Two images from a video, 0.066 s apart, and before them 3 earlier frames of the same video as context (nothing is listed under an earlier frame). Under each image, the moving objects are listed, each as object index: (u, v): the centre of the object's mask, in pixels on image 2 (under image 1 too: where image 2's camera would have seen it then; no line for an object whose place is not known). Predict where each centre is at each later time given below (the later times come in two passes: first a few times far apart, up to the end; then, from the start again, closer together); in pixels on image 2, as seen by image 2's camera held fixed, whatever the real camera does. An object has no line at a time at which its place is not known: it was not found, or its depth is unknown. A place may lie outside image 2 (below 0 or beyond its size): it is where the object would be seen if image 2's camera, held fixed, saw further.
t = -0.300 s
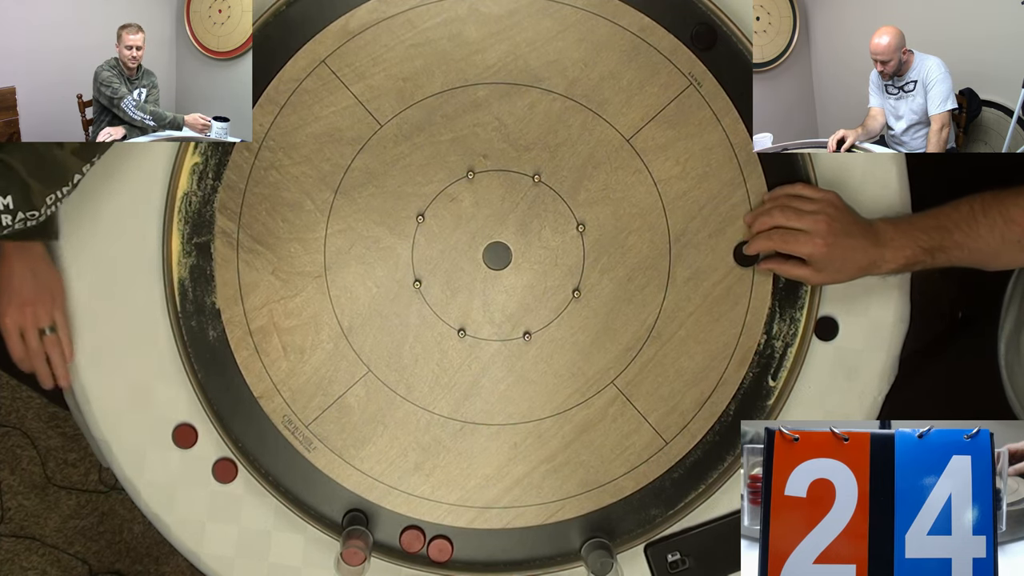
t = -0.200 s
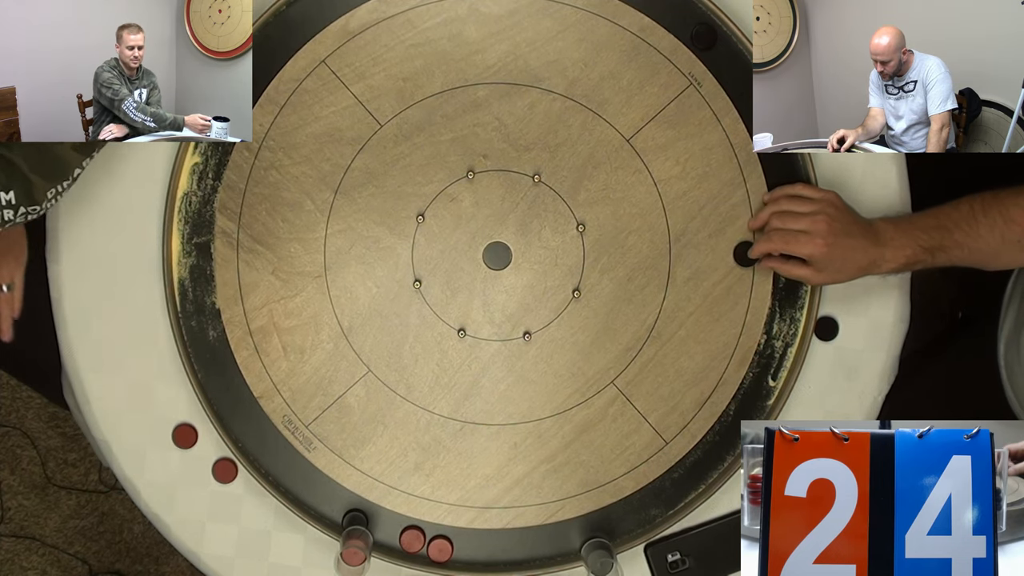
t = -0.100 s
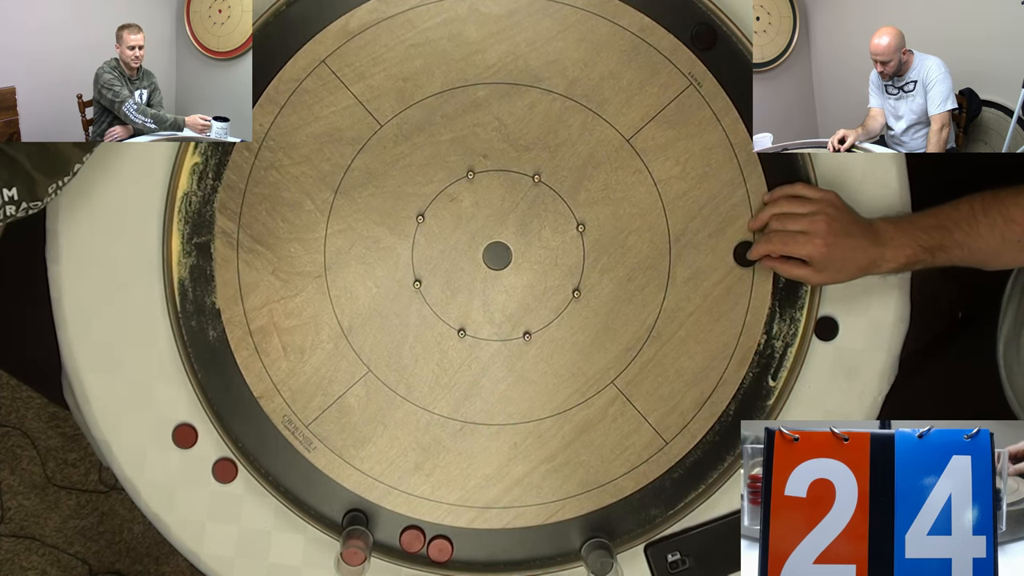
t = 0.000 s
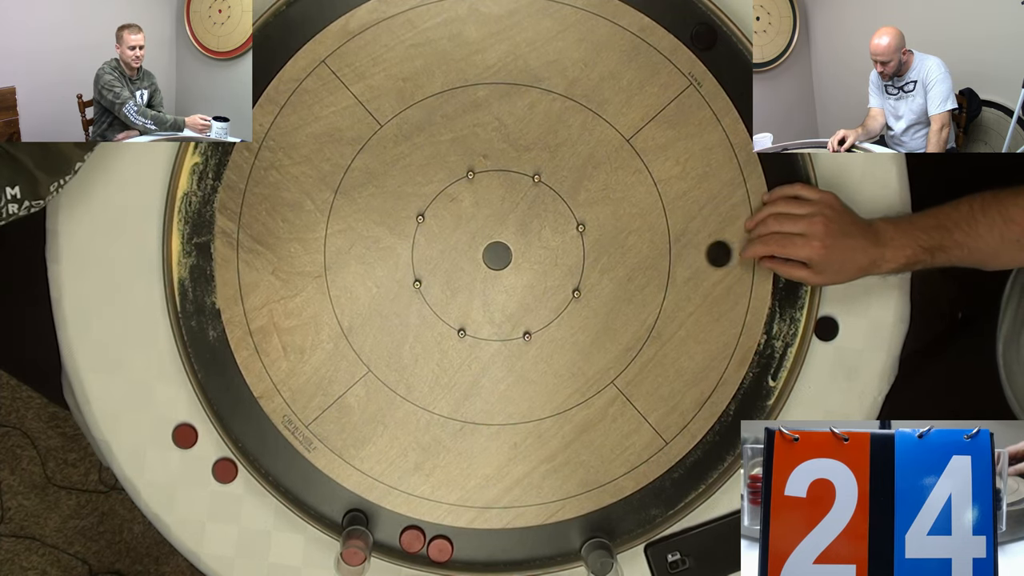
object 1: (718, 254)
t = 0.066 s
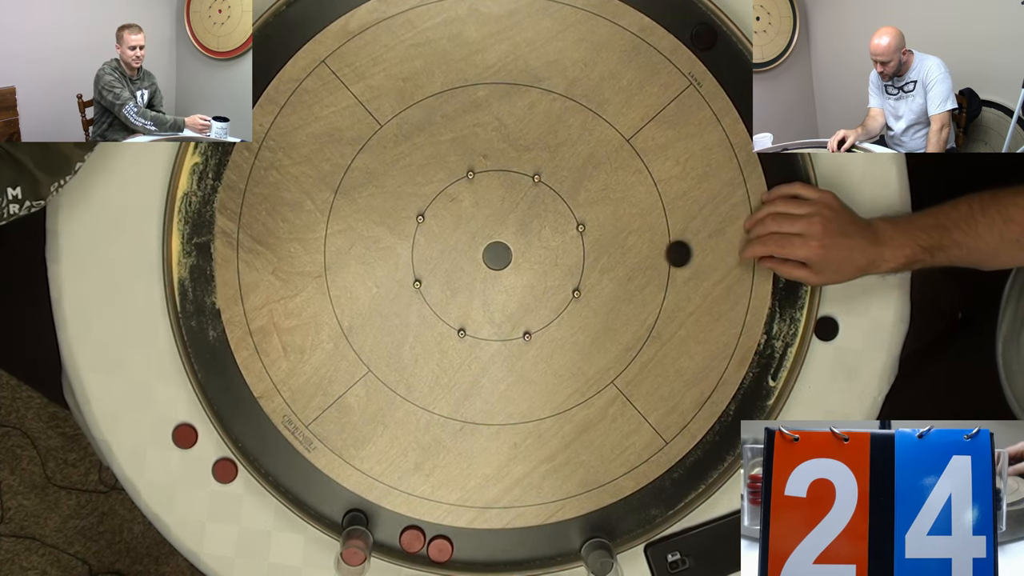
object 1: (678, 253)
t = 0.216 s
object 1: (599, 253)
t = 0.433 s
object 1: (536, 255)
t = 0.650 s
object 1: (536, 255)
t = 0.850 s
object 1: (535, 255)
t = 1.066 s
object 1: (536, 255)
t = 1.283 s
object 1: (536, 255)
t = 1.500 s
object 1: (536, 255)
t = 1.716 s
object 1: (535, 255)
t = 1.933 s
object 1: (535, 255)
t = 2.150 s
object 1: (535, 255)
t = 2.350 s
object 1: (535, 255)
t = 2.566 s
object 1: (535, 255)
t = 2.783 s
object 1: (535, 255)
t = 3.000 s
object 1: (535, 255)
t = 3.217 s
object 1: (535, 255)
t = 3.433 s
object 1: (535, 255)
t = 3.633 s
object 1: (535, 255)
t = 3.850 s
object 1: (535, 255)
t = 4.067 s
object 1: (535, 255)
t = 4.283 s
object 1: (535, 255)
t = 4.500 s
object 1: (535, 255)
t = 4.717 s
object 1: (535, 255)
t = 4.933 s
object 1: (535, 255)
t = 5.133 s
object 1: (535, 255)
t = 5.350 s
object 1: (535, 255)
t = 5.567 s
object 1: (535, 255)
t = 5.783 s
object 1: (535, 255)
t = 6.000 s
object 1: (535, 255)
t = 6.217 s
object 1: (535, 255)
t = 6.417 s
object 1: (535, 255)
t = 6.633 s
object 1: (535, 255)
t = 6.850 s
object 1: (535, 255)
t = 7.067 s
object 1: (535, 255)
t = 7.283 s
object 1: (535, 255)
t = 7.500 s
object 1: (535, 255)
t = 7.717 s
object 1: (535, 255)
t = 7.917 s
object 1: (535, 255)
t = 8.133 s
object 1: (535, 255)
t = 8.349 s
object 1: (535, 255)
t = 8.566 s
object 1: (535, 255)
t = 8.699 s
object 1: (535, 255)
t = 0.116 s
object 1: (650, 253)
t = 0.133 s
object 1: (640, 253)
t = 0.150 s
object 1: (632, 253)
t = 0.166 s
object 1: (623, 253)
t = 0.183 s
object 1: (615, 253)
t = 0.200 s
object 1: (607, 253)
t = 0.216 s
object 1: (599, 253)
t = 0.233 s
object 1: (592, 253)
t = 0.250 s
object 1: (584, 254)
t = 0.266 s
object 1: (577, 254)
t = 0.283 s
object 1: (571, 253)
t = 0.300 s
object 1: (564, 253)
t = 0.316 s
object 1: (559, 254)
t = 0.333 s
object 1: (553, 253)
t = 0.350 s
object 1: (549, 254)
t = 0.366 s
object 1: (545, 254)
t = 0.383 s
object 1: (542, 254)
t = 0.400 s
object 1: (539, 254)
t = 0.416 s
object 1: (538, 255)
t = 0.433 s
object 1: (536, 255)
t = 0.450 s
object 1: (536, 255)
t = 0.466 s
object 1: (536, 255)
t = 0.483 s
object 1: (536, 255)
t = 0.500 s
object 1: (536, 255)
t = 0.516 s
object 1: (536, 254)
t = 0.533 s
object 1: (536, 255)
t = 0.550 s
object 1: (536, 254)
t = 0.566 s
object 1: (536, 254)
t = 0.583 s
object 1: (536, 255)
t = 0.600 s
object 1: (536, 255)
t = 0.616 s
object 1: (536, 255)
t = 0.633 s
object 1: (536, 254)
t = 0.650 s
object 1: (536, 255)
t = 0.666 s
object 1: (536, 255)
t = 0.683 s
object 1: (536, 255)
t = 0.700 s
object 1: (536, 255)
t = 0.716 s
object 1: (535, 255)
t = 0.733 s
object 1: (535, 255)
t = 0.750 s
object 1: (535, 255)
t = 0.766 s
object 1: (535, 255)
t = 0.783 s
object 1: (536, 255)
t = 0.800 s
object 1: (535, 255)
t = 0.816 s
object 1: (535, 255)
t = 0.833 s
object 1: (536, 255)
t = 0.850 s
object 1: (535, 255)
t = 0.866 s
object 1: (536, 255)
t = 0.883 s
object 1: (536, 255)
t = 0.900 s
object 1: (536, 255)
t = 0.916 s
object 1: (536, 255)
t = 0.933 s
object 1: (536, 255)
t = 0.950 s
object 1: (536, 255)
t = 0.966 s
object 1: (536, 255)
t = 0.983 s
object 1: (536, 255)
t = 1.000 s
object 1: (536, 255)
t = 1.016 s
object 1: (536, 255)
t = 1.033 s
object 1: (536, 255)
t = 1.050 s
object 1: (536, 255)
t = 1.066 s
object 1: (536, 255)
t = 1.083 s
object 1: (536, 255)
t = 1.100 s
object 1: (536, 255)
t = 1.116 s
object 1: (536, 255)
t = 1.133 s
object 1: (536, 255)
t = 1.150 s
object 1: (536, 255)
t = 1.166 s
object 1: (536, 255)
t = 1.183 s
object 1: (536, 255)
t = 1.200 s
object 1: (536, 255)
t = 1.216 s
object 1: (536, 255)
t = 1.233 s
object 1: (536, 255)
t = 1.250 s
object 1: (536, 255)
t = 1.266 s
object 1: (536, 255)
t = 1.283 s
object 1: (536, 255)
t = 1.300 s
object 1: (536, 255)
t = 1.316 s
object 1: (536, 255)
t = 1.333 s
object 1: (536, 255)
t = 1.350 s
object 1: (536, 255)
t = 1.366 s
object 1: (536, 255)
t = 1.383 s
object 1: (536, 255)
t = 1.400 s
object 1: (536, 255)
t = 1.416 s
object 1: (536, 255)
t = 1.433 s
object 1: (536, 255)
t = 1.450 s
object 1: (536, 255)
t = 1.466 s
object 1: (536, 255)
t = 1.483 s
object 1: (536, 255)
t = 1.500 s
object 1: (536, 255)
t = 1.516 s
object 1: (536, 255)
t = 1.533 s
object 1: (536, 255)
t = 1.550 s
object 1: (536, 255)
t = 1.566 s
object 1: (536, 255)
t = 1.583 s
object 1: (536, 255)
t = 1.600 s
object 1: (536, 255)
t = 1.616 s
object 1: (536, 255)
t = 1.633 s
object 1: (536, 255)
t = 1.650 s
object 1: (535, 255)
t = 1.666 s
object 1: (535, 255)
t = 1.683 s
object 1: (535, 255)
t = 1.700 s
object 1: (535, 255)
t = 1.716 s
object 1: (535, 255)
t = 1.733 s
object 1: (535, 255)
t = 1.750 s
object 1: (535, 255)
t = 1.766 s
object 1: (535, 255)
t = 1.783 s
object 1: (535, 255)
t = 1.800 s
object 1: (535, 255)
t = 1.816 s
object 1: (535, 255)
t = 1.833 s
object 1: (535, 255)
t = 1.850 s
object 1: (535, 255)
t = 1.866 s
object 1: (535, 255)
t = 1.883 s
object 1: (535, 255)
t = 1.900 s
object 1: (535, 255)
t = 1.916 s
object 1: (535, 255)
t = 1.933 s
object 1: (535, 255)
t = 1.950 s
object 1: (535, 255)
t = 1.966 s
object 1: (535, 255)
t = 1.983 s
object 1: (535, 255)
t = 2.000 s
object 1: (535, 255)
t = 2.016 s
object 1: (535, 255)
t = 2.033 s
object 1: (535, 255)
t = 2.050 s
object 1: (535, 255)
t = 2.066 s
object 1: (535, 255)
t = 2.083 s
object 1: (535, 255)
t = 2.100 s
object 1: (535, 255)
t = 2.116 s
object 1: (535, 255)
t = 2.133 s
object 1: (535, 255)
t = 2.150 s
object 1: (535, 255)
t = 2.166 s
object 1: (535, 255)
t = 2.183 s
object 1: (535, 255)
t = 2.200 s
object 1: (535, 255)
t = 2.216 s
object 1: (535, 255)
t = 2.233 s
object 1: (535, 255)
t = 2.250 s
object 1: (535, 255)
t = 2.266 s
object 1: (535, 255)
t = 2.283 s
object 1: (535, 255)
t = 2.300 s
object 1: (535, 255)
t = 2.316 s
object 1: (535, 255)
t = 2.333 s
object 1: (535, 255)
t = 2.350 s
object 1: (535, 255)
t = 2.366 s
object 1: (535, 255)
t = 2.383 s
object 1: (535, 255)
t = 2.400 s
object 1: (535, 255)
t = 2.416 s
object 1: (535, 255)
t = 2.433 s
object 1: (535, 255)
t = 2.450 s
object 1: (535, 255)
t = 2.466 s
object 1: (535, 255)
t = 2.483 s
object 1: (535, 255)
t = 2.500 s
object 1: (535, 255)
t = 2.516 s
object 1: (535, 255)
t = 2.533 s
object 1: (535, 255)
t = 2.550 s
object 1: (535, 255)
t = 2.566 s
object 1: (535, 255)
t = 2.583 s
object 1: (535, 255)
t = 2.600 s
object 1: (535, 255)
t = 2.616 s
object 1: (535, 255)
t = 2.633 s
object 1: (535, 255)
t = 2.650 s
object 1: (535, 255)
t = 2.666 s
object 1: (535, 255)
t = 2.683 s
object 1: (535, 255)
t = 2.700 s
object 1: (535, 255)
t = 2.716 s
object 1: (535, 255)
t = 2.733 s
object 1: (535, 255)
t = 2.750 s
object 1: (535, 255)
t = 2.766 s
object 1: (535, 255)
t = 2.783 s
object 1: (535, 255)
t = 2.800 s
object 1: (535, 255)
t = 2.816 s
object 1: (535, 255)
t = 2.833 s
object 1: (535, 255)
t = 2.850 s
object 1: (535, 255)
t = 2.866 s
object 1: (535, 255)
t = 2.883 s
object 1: (535, 255)
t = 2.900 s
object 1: (535, 255)
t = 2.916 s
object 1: (535, 255)
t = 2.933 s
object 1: (535, 255)
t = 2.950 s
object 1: (535, 255)
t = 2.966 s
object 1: (535, 255)
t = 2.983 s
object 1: (535, 255)
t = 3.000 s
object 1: (535, 255)
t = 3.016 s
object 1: (535, 255)
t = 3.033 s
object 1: (535, 255)
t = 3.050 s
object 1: (535, 255)
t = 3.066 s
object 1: (535, 255)
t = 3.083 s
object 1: (535, 255)
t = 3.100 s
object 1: (535, 255)
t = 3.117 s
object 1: (535, 255)
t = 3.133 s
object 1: (535, 255)
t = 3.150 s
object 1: (535, 255)
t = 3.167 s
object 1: (535, 255)
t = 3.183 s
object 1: (535, 255)
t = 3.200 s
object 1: (535, 255)
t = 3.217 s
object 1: (535, 255)
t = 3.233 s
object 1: (535, 255)
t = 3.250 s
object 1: (535, 255)
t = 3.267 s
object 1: (535, 255)
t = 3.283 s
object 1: (535, 255)
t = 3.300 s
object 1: (535, 255)
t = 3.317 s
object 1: (535, 255)
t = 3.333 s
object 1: (535, 255)
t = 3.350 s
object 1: (535, 255)
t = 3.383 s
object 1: (535, 255)
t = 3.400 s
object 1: (535, 255)
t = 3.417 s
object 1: (535, 255)
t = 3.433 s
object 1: (535, 255)
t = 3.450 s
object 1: (535, 255)
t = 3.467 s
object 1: (535, 255)
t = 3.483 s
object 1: (535, 255)
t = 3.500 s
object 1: (535, 255)
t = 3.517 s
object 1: (535, 255)
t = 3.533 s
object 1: (535, 255)
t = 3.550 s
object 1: (535, 255)
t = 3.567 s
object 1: (535, 255)
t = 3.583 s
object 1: (535, 255)
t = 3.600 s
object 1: (535, 255)
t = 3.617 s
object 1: (535, 255)
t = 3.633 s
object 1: (535, 255)
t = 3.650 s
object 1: (535, 255)
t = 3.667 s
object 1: (535, 255)
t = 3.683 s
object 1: (535, 255)
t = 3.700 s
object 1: (535, 255)
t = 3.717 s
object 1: (535, 255)
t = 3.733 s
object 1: (535, 255)
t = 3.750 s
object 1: (535, 255)
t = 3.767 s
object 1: (535, 255)
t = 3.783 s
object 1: (535, 255)
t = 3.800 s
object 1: (535, 255)
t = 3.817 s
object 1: (535, 255)
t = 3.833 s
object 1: (535, 255)
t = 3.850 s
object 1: (535, 255)
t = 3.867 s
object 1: (535, 255)
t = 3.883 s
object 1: (535, 255)
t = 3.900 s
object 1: (535, 255)
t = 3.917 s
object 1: (535, 255)
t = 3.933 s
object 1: (535, 255)
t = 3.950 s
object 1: (535, 255)
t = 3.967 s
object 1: (535, 255)
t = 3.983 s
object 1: (535, 255)
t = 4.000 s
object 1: (535, 255)
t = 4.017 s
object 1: (535, 255)
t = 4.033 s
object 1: (535, 255)
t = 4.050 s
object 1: (535, 255)
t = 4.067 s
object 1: (535, 255)
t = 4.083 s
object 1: (535, 255)
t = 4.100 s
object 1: (535, 255)
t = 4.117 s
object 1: (535, 255)
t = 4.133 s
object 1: (535, 255)
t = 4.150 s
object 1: (535, 255)
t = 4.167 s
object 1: (535, 255)
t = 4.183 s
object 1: (535, 255)
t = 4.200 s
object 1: (535, 255)
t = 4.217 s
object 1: (535, 255)
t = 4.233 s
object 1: (535, 255)
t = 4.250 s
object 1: (535, 255)
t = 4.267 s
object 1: (535, 255)
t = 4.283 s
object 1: (535, 255)
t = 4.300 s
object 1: (535, 255)
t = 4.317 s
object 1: (535, 255)
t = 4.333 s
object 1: (535, 255)
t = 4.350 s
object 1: (535, 255)
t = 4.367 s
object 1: (535, 255)
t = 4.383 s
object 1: (535, 255)
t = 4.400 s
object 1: (535, 255)
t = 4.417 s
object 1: (535, 255)
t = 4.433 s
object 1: (535, 255)
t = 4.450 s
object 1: (535, 255)
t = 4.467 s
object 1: (535, 255)
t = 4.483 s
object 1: (535, 255)
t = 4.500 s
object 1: (535, 255)
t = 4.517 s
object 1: (535, 255)
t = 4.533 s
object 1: (535, 255)
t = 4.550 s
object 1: (535, 255)
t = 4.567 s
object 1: (535, 255)
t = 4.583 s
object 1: (535, 255)
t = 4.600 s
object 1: (535, 255)
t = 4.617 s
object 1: (535, 255)
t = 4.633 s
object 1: (535, 255)
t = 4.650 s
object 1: (535, 255)
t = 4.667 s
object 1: (535, 255)
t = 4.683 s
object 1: (535, 255)
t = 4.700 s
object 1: (535, 255)
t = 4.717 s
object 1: (535, 255)
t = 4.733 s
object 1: (535, 255)
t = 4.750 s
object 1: (535, 255)
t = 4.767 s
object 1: (535, 255)
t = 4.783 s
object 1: (535, 255)
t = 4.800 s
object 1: (535, 255)
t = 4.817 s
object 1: (535, 255)
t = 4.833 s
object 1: (535, 255)
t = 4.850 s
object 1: (535, 255)
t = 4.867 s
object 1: (535, 255)
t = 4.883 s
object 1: (535, 255)
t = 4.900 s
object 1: (535, 255)
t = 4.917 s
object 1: (535, 255)
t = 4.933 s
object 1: (535, 255)
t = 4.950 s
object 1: (535, 255)
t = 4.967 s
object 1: (535, 255)
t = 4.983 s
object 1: (535, 255)
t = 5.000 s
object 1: (535, 255)
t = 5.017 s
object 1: (535, 255)
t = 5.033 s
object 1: (535, 255)
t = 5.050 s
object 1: (535, 255)
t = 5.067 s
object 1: (535, 255)
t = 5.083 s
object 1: (535, 255)
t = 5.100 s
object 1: (535, 255)
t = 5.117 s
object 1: (535, 255)
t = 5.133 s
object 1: (535, 255)
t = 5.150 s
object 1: (535, 255)
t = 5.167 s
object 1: (535, 255)
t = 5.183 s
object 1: (535, 255)
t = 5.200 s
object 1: (535, 255)
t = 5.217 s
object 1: (535, 255)
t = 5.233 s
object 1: (535, 255)
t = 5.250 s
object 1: (535, 255)
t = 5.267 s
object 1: (535, 255)
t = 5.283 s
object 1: (535, 255)
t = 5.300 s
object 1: (535, 255)
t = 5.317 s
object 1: (535, 255)
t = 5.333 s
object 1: (535, 255)
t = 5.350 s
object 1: (535, 255)
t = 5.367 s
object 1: (535, 255)
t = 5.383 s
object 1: (535, 255)
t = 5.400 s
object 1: (535, 255)
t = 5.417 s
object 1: (535, 255)
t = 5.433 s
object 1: (535, 255)
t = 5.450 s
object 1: (535, 255)
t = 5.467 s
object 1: (535, 255)
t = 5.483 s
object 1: (535, 255)
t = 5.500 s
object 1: (535, 255)
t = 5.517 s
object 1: (535, 255)
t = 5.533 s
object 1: (535, 255)
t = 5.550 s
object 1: (535, 255)
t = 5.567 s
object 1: (535, 255)
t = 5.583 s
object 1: (535, 255)
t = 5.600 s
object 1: (535, 255)
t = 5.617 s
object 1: (535, 255)
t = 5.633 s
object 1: (535, 255)
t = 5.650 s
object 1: (535, 255)
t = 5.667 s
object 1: (535, 255)
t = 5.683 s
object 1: (535, 255)
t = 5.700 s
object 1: (535, 255)
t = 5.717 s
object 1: (535, 255)
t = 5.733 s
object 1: (535, 255)
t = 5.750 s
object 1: (535, 255)
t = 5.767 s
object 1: (535, 255)
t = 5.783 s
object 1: (535, 255)
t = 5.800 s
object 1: (535, 255)
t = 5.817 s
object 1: (535, 255)
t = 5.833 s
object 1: (535, 255)
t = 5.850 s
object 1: (535, 255)
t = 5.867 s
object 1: (535, 255)
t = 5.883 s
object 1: (535, 255)
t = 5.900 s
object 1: (535, 255)
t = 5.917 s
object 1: (535, 255)
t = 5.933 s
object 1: (535, 255)
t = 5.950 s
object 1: (535, 255)
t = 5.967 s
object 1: (535, 255)
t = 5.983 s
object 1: (535, 255)
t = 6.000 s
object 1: (535, 255)
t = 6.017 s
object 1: (535, 255)
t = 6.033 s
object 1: (535, 255)
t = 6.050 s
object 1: (535, 255)
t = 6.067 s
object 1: (535, 255)
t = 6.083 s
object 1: (535, 255)
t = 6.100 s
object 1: (535, 255)
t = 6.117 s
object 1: (535, 255)
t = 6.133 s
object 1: (535, 255)
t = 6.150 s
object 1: (535, 255)
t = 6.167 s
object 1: (535, 255)
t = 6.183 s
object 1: (535, 255)
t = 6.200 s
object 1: (535, 255)
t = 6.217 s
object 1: (535, 255)
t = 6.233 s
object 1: (535, 255)
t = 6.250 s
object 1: (535, 255)
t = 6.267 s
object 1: (535, 255)
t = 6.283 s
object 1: (535, 255)
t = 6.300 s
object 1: (535, 255)
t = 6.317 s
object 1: (535, 255)
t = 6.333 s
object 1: (535, 255)
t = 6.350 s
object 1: (535, 255)
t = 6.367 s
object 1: (535, 255)
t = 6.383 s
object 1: (535, 255)
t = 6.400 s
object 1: (535, 255)
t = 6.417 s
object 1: (535, 255)
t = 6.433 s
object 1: (535, 255)
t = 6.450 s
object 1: (535, 255)
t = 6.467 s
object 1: (535, 255)
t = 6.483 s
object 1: (535, 255)
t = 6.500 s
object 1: (535, 255)
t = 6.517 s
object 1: (535, 255)
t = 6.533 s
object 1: (535, 255)
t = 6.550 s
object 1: (535, 255)
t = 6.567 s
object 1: (535, 255)
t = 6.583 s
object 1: (535, 255)
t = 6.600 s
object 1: (535, 255)
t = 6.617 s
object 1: (535, 255)
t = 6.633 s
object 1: (535, 255)
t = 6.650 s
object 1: (535, 255)
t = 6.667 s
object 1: (535, 255)
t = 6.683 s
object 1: (535, 255)
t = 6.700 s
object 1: (535, 255)
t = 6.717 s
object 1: (535, 255)
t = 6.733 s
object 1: (535, 255)
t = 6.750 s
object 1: (535, 255)
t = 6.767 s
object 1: (535, 255)
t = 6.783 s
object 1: (535, 255)
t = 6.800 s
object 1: (535, 255)
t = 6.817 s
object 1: (535, 255)
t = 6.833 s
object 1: (535, 255)
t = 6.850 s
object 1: (535, 255)
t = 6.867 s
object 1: (535, 255)
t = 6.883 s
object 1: (535, 255)
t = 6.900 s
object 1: (535, 255)
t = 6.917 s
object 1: (535, 255)
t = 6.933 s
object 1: (535, 255)
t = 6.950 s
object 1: (535, 255)
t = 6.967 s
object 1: (535, 255)
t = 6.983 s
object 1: (535, 255)
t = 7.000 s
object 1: (535, 255)
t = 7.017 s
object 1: (535, 255)
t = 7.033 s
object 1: (535, 255)
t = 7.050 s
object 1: (535, 255)
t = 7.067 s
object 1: (535, 255)
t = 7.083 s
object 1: (535, 255)
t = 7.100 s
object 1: (535, 255)
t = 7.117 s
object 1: (535, 255)
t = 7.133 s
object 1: (535, 255)
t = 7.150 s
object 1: (535, 255)
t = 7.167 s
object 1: (535, 255)
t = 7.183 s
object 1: (535, 255)
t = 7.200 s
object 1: (535, 255)
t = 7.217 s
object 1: (535, 255)
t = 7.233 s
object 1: (535, 255)
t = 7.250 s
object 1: (535, 255)
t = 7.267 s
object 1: (535, 255)
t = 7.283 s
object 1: (535, 255)
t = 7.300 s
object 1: (535, 255)
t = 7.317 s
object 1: (535, 255)
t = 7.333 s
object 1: (535, 255)
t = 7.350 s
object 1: (535, 255)
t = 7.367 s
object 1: (535, 255)
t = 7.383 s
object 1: (535, 255)
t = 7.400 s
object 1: (535, 255)
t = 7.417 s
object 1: (535, 255)
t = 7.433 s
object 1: (535, 255)
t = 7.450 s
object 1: (535, 255)
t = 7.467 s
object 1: (535, 255)
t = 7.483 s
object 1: (535, 255)
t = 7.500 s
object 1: (535, 255)
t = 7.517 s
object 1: (535, 255)
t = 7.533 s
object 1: (535, 255)
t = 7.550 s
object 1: (535, 255)
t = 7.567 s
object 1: (535, 255)
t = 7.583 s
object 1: (535, 255)
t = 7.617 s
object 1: (535, 255)
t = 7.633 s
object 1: (535, 255)
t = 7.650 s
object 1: (535, 255)
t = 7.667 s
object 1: (535, 255)
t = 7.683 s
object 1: (535, 255)
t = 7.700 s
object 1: (535, 255)
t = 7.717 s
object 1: (535, 255)
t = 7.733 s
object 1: (535, 255)
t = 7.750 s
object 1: (535, 255)
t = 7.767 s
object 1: (535, 255)
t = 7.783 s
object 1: (535, 255)
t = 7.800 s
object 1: (535, 255)
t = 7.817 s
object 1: (535, 255)
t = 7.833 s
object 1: (535, 255)
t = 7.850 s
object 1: (535, 255)
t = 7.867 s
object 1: (535, 255)
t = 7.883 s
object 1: (535, 255)
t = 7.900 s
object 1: (535, 255)
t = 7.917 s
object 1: (535, 255)
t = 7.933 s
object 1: (535, 255)
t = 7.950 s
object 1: (535, 255)
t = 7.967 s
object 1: (535, 255)
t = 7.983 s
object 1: (535, 255)
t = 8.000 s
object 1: (535, 255)
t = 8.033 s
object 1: (535, 255)
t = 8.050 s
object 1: (535, 255)
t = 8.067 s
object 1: (535, 255)
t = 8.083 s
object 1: (535, 255)
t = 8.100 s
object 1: (535, 255)
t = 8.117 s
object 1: (535, 255)
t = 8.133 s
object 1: (535, 255)
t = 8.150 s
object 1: (535, 255)
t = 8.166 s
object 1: (535, 255)
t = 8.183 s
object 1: (535, 255)
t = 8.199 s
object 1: (535, 255)
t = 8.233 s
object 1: (535, 255)
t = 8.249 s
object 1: (535, 255)
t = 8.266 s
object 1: (535, 255)
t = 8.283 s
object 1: (536, 255)
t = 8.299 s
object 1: (535, 255)
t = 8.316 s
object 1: (535, 255)
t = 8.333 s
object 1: (535, 255)
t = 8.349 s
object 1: (535, 255)
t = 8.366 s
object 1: (535, 255)
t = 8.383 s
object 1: (535, 255)
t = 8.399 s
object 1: (535, 255)
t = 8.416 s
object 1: (535, 255)
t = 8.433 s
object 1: (535, 255)
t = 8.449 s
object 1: (535, 255)
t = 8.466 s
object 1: (535, 255)
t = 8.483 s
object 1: (535, 255)
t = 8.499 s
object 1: (535, 255)
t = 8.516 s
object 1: (535, 255)
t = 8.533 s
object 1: (535, 255)
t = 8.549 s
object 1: (535, 255)
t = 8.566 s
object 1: (535, 255)
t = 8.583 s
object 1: (535, 255)
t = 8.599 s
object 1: (535, 255)
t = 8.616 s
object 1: (535, 255)
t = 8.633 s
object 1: (535, 255)
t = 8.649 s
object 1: (535, 255)
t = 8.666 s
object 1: (535, 255)
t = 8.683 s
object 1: (535, 255)
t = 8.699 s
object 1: (535, 255)
